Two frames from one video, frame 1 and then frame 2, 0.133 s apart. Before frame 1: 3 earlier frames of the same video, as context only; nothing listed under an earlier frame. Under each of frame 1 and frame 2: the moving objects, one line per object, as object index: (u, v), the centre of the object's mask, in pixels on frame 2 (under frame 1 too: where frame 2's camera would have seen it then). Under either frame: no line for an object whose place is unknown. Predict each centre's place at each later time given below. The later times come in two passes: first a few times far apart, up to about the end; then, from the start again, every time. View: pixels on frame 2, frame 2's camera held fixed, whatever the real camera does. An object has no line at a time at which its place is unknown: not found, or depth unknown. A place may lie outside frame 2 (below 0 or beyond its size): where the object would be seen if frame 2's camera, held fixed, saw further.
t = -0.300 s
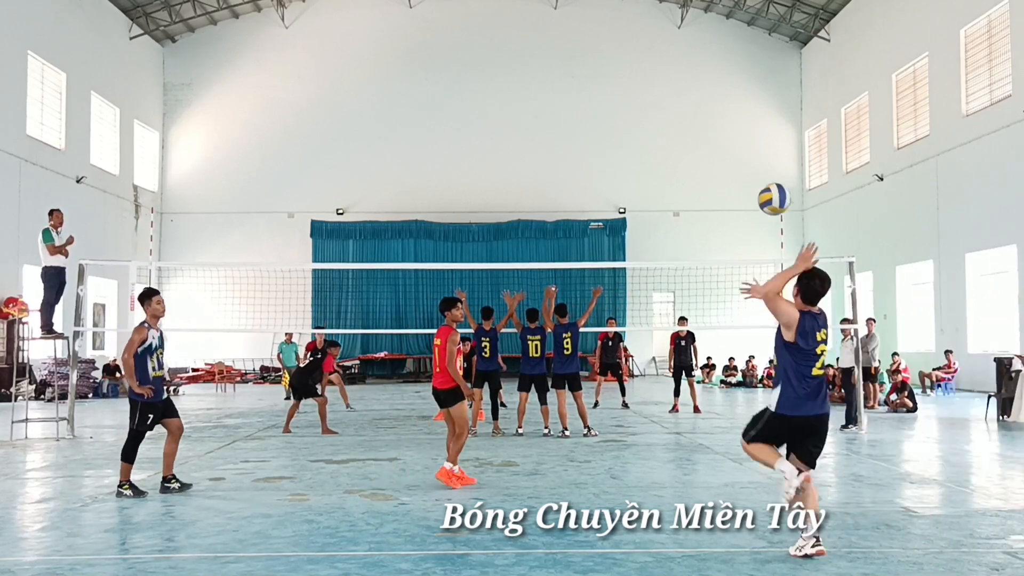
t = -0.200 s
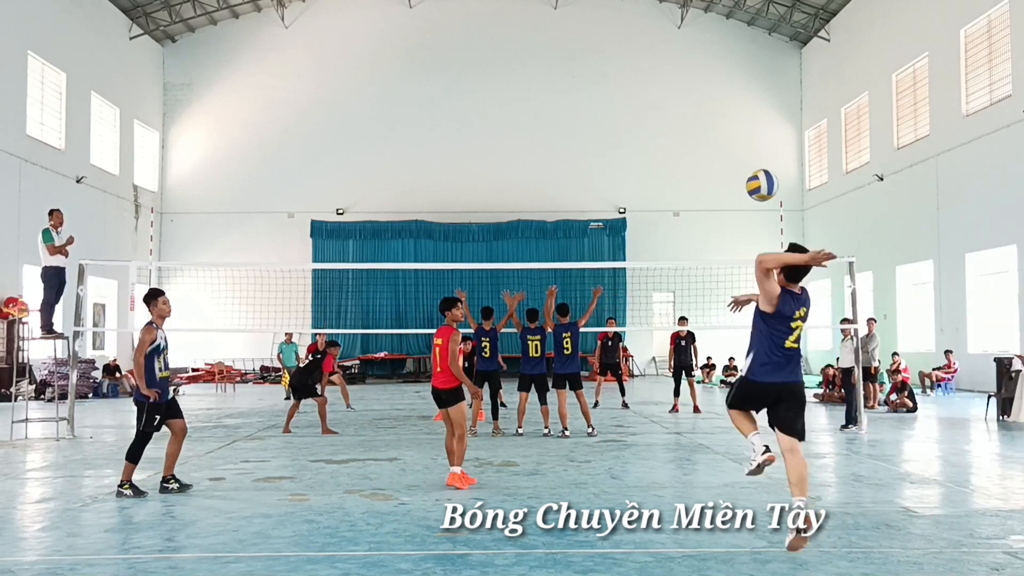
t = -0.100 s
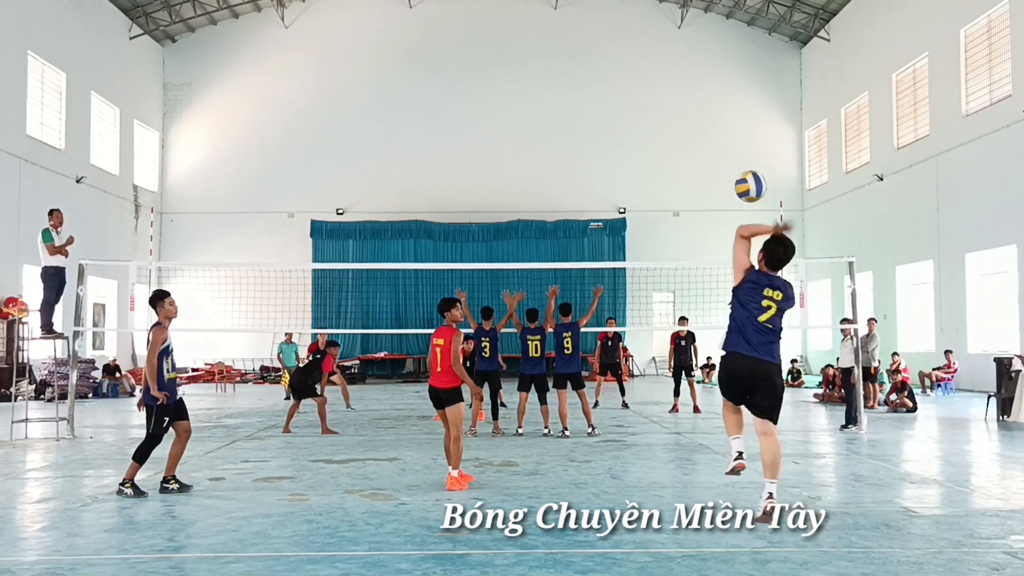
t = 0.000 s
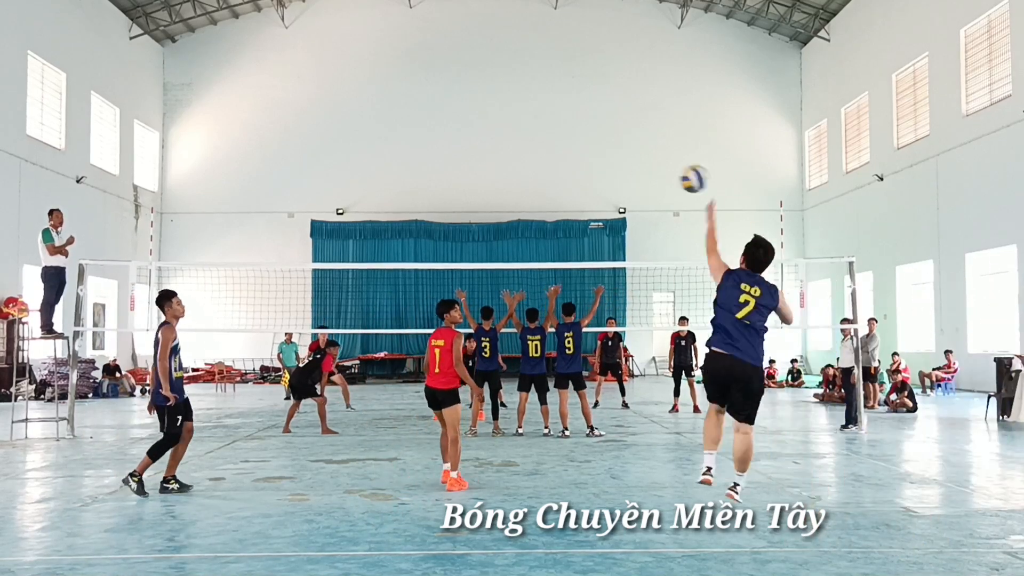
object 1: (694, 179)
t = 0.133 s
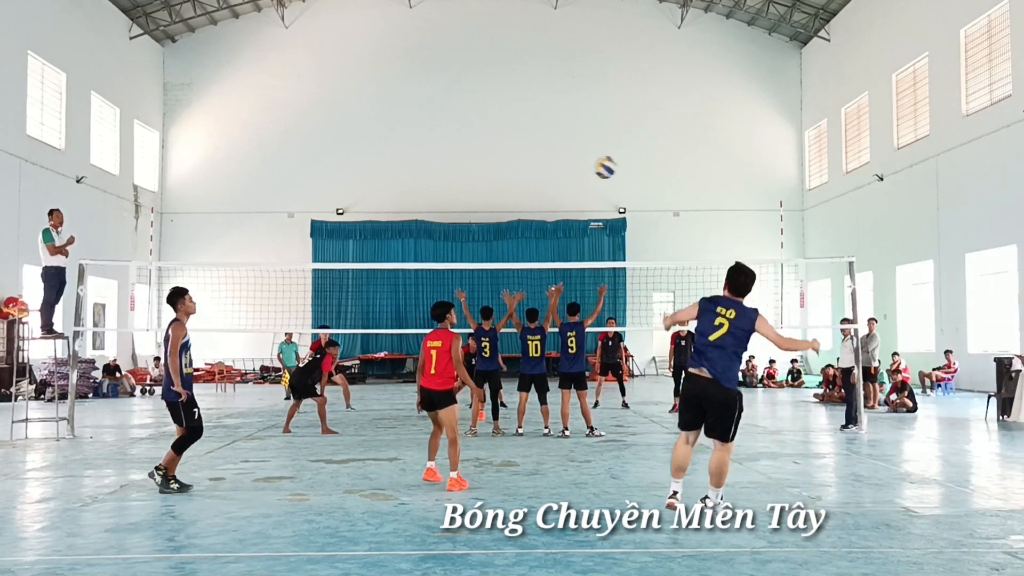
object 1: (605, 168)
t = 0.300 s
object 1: (532, 174)
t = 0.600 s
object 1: (441, 216)
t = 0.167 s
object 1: (588, 168)
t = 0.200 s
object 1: (572, 168)
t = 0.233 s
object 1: (558, 170)
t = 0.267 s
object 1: (545, 171)
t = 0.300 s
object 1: (532, 174)
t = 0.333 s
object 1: (520, 177)
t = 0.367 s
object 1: (508, 180)
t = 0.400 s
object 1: (497, 184)
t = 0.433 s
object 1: (487, 188)
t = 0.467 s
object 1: (477, 193)
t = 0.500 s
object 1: (468, 198)
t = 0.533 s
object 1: (459, 203)
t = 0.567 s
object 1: (450, 209)
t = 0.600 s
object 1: (441, 216)
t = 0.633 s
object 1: (433, 224)
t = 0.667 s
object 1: (426, 230)
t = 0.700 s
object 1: (419, 238)
